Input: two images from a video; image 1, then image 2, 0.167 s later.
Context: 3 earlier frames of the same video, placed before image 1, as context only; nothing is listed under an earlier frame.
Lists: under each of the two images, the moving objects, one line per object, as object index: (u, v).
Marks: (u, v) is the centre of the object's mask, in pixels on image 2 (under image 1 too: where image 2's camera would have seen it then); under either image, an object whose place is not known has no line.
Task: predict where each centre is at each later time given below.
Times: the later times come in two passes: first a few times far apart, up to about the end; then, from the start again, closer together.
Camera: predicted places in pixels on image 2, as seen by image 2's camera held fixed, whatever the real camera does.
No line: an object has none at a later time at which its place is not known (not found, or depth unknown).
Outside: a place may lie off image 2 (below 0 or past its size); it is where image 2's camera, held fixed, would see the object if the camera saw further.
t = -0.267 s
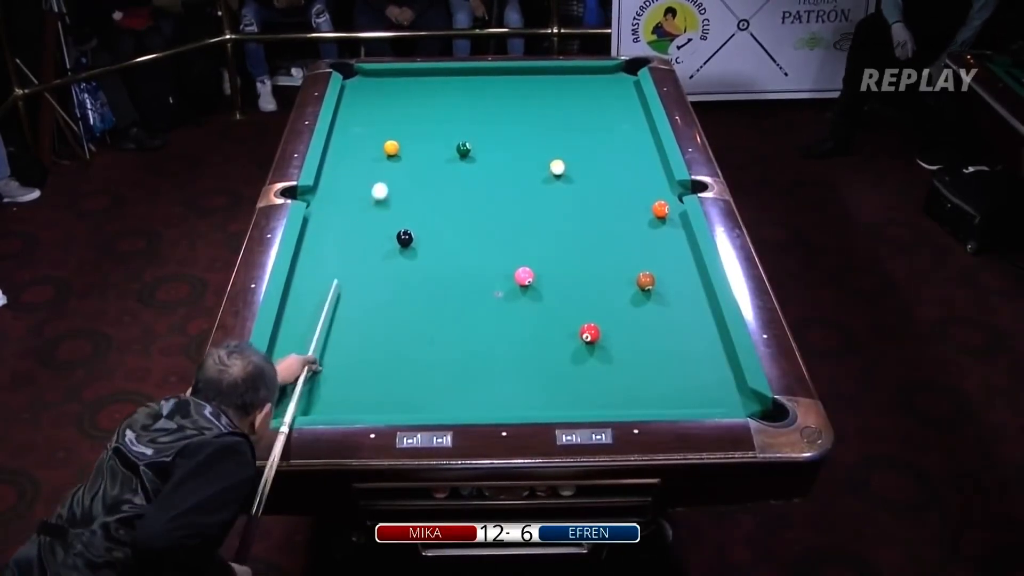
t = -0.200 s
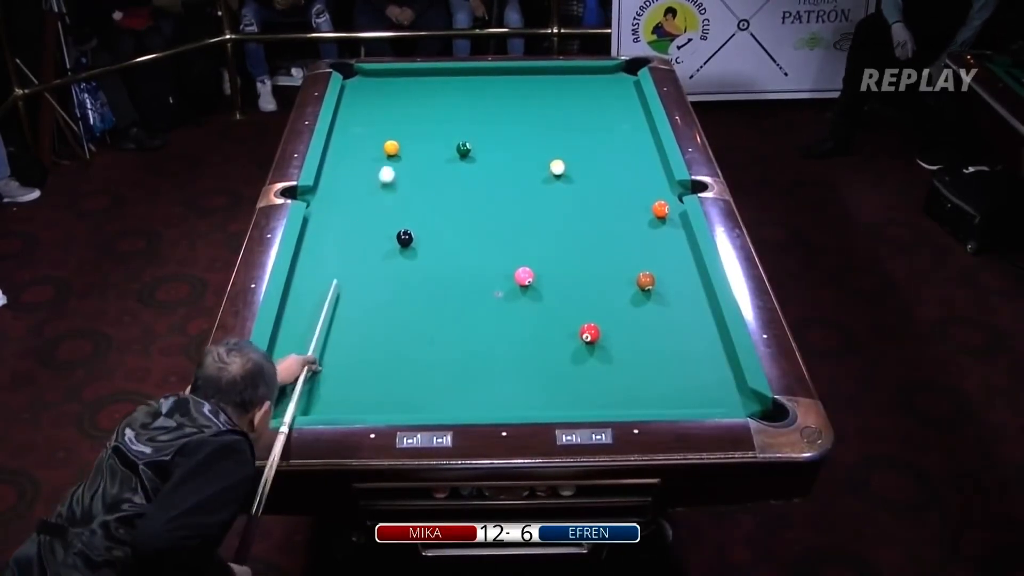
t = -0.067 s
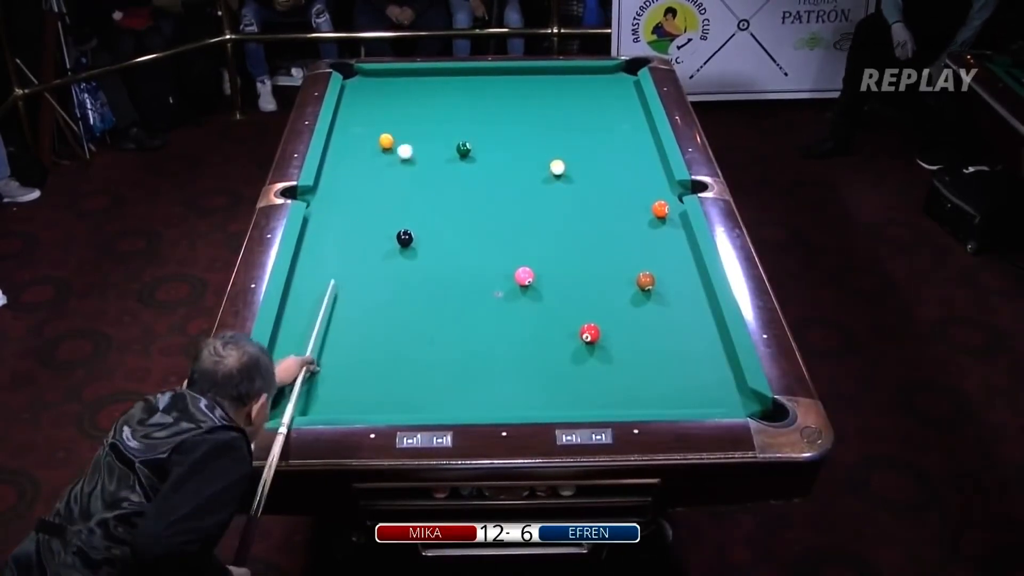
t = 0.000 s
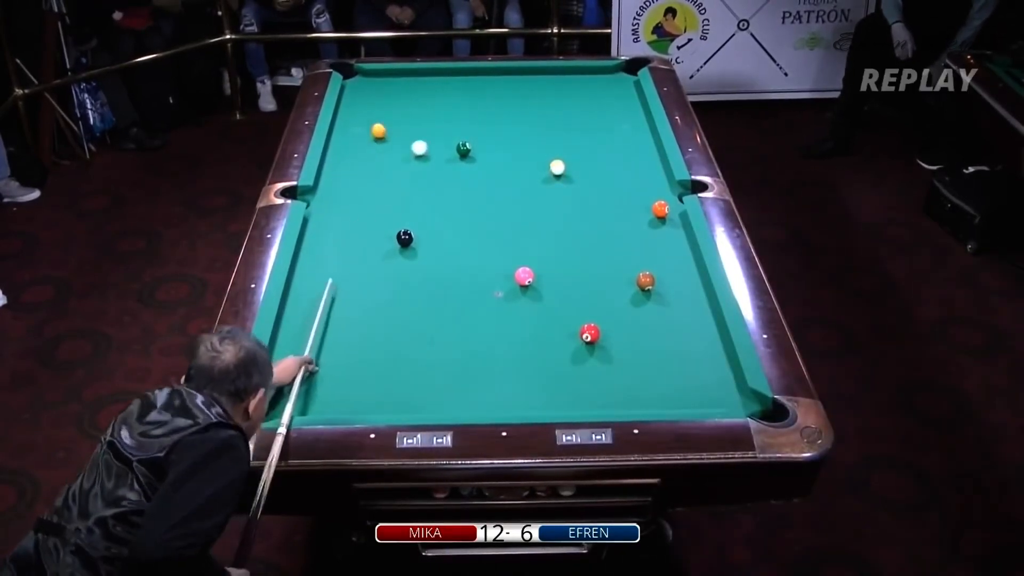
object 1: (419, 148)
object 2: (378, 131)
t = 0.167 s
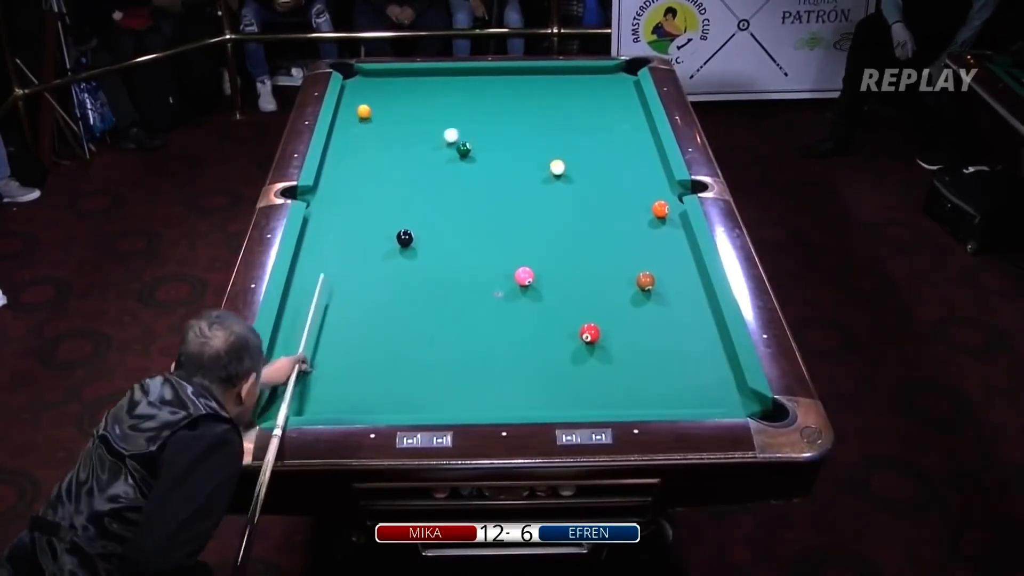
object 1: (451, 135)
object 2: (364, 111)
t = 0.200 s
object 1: (457, 133)
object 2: (361, 108)
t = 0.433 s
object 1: (485, 120)
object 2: (349, 92)
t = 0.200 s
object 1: (457, 133)
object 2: (361, 108)
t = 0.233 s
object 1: (463, 130)
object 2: (359, 105)
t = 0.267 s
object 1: (469, 128)
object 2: (356, 101)
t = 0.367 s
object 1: (474, 125)
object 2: (354, 98)
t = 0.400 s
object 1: (480, 123)
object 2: (352, 95)
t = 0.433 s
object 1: (485, 120)
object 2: (349, 92)
